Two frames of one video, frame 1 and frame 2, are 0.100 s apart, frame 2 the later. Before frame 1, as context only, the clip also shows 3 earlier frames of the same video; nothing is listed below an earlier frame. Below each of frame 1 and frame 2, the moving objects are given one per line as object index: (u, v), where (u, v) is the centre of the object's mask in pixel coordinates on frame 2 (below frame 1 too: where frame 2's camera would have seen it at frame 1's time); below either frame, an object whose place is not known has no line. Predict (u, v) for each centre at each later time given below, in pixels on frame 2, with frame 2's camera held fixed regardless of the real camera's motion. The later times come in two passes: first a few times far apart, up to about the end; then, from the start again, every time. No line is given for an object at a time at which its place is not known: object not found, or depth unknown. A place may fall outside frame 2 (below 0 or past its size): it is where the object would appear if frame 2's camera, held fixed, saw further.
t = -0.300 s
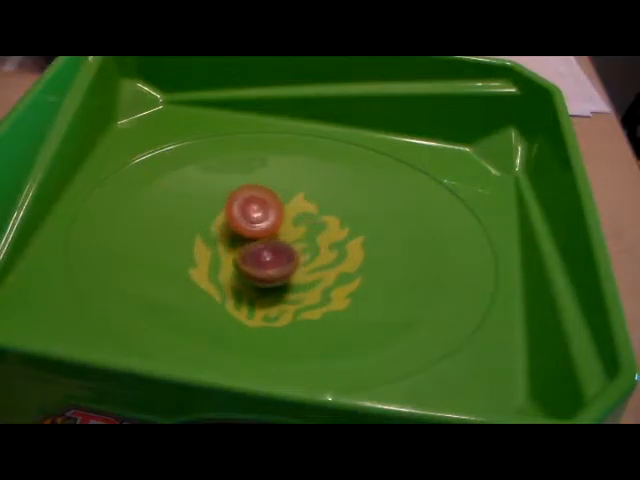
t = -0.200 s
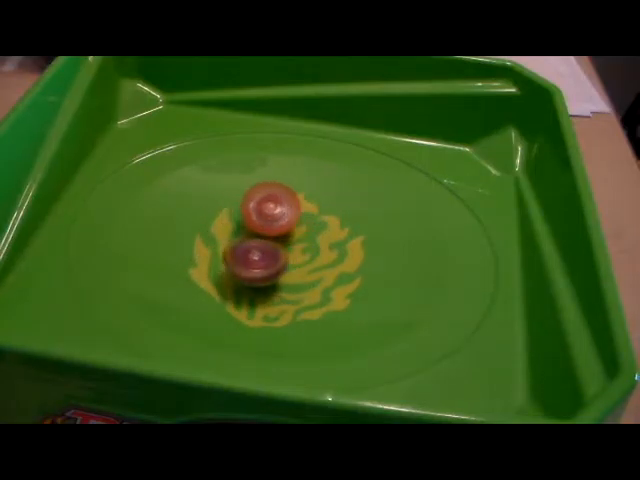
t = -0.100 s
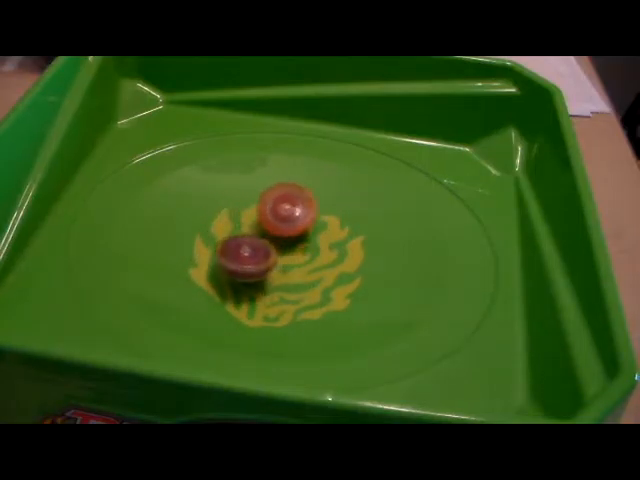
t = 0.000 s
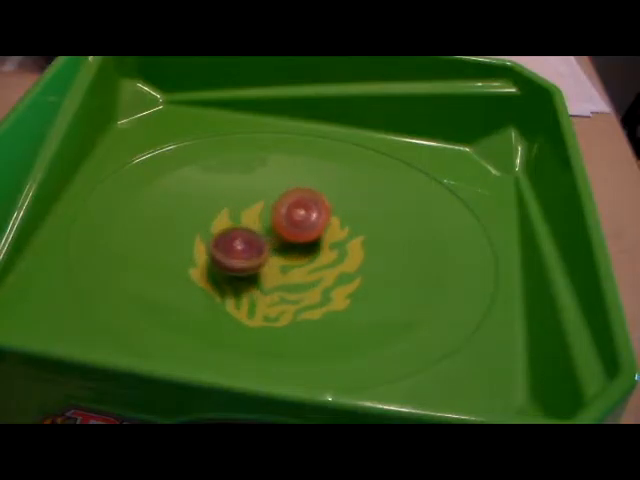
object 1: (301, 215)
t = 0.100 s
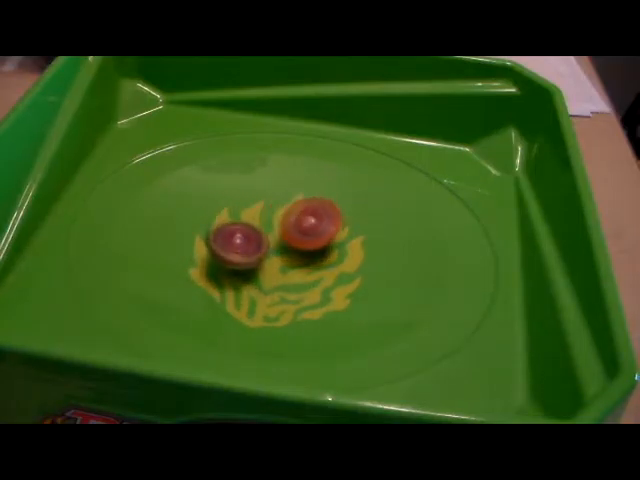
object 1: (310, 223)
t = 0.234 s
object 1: (318, 238)
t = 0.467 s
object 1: (305, 266)
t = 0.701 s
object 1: (275, 278)
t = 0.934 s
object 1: (248, 269)
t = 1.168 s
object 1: (242, 232)
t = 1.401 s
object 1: (269, 206)
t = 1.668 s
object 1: (297, 210)
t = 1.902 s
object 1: (313, 238)
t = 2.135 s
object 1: (315, 253)
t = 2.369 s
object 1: (301, 263)
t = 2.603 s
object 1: (282, 265)
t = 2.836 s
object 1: (257, 264)
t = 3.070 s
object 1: (256, 250)
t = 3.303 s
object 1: (254, 239)
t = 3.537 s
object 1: (263, 238)
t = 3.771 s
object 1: (271, 245)
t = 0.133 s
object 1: (313, 227)
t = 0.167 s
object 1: (316, 231)
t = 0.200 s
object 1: (317, 234)
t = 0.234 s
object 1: (318, 238)
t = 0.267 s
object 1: (318, 242)
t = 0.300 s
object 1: (317, 246)
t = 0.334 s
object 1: (316, 250)
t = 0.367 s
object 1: (314, 254)
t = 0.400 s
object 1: (312, 258)
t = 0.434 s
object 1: (309, 262)
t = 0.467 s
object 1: (305, 266)
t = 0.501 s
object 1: (301, 269)
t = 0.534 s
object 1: (296, 273)
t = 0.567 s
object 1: (291, 276)
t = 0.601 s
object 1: (287, 277)
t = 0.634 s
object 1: (282, 278)
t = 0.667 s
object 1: (278, 278)
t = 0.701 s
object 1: (275, 278)
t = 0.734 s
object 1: (271, 279)
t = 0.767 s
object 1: (266, 279)
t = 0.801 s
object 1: (262, 277)
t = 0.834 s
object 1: (260, 276)
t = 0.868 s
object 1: (258, 274)
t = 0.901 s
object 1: (253, 271)
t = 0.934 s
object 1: (248, 269)
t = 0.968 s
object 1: (244, 265)
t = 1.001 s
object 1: (242, 260)
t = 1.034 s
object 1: (240, 254)
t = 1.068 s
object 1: (239, 248)
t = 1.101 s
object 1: (239, 243)
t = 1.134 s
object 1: (240, 237)
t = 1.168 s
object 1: (242, 232)
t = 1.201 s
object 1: (244, 228)
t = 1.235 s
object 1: (248, 223)
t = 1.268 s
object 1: (251, 219)
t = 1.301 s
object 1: (256, 215)
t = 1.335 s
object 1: (260, 212)
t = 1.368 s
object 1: (266, 210)
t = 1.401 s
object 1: (269, 206)
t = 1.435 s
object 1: (273, 203)
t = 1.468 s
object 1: (277, 203)
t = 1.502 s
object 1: (280, 202)
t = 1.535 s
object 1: (283, 202)
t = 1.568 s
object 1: (285, 204)
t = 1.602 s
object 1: (289, 205)
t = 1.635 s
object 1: (294, 206)
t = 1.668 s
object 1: (297, 210)
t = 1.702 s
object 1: (301, 213)
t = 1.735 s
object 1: (305, 217)
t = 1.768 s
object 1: (307, 221)
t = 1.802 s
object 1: (310, 226)
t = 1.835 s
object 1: (312, 230)
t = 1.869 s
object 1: (312, 234)
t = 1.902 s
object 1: (313, 238)
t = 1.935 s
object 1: (319, 240)
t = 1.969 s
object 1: (322, 242)
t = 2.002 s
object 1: (321, 244)
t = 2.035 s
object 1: (321, 247)
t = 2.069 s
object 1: (320, 248)
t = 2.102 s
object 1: (318, 251)
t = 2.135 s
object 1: (315, 253)
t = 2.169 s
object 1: (313, 255)
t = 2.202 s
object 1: (313, 257)
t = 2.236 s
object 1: (313, 260)
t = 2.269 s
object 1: (310, 261)
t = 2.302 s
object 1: (307, 262)
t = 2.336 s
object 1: (304, 263)
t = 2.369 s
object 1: (301, 263)
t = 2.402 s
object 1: (298, 263)
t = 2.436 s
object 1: (296, 266)
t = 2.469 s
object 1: (293, 266)
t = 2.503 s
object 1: (290, 266)
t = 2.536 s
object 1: (288, 265)
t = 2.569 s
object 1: (286, 265)
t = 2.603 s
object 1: (282, 265)
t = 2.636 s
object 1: (276, 268)
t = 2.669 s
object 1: (270, 269)
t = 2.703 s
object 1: (266, 269)
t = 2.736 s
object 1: (264, 268)
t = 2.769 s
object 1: (261, 267)
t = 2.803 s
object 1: (260, 266)
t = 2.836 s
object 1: (257, 264)
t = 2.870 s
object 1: (255, 262)
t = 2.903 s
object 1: (254, 260)
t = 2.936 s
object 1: (254, 258)
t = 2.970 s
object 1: (254, 256)
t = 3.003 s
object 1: (254, 253)
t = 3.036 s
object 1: (254, 252)
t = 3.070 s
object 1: (256, 250)
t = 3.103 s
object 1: (256, 248)
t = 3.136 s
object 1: (253, 245)
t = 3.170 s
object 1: (250, 243)
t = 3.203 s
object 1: (249, 241)
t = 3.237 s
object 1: (252, 240)
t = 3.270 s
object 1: (252, 239)
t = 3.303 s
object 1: (254, 239)
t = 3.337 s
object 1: (255, 237)
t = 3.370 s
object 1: (256, 237)
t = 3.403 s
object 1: (258, 237)
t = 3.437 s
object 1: (259, 237)
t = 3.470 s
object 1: (262, 237)
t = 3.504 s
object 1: (263, 237)
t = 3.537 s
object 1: (263, 238)
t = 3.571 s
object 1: (264, 238)
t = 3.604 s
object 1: (266, 239)
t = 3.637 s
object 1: (268, 240)
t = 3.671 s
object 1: (268, 241)
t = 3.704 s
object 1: (270, 242)
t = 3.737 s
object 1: (270, 244)
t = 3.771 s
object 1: (271, 245)
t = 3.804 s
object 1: (269, 247)
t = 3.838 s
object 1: (269, 248)
